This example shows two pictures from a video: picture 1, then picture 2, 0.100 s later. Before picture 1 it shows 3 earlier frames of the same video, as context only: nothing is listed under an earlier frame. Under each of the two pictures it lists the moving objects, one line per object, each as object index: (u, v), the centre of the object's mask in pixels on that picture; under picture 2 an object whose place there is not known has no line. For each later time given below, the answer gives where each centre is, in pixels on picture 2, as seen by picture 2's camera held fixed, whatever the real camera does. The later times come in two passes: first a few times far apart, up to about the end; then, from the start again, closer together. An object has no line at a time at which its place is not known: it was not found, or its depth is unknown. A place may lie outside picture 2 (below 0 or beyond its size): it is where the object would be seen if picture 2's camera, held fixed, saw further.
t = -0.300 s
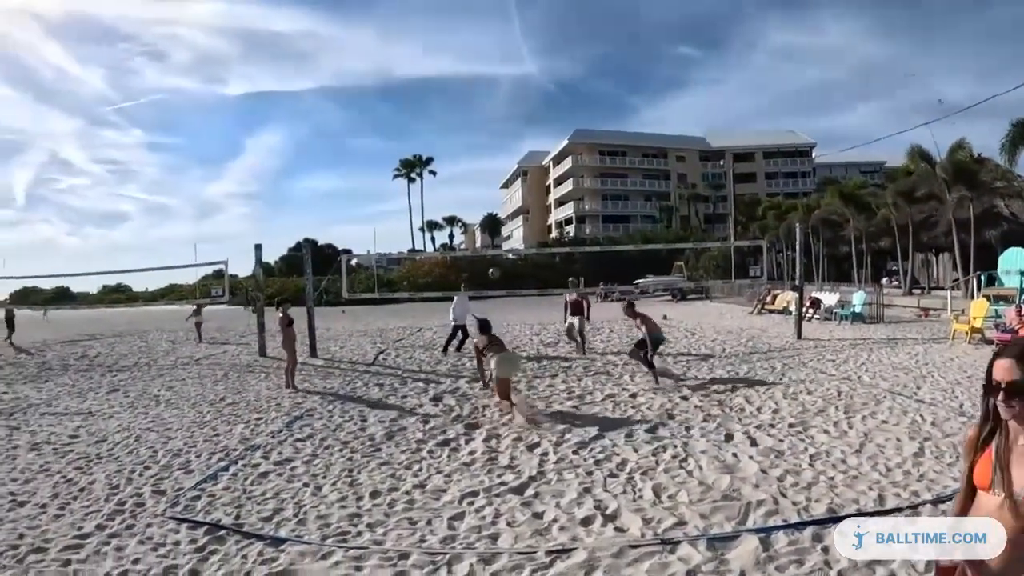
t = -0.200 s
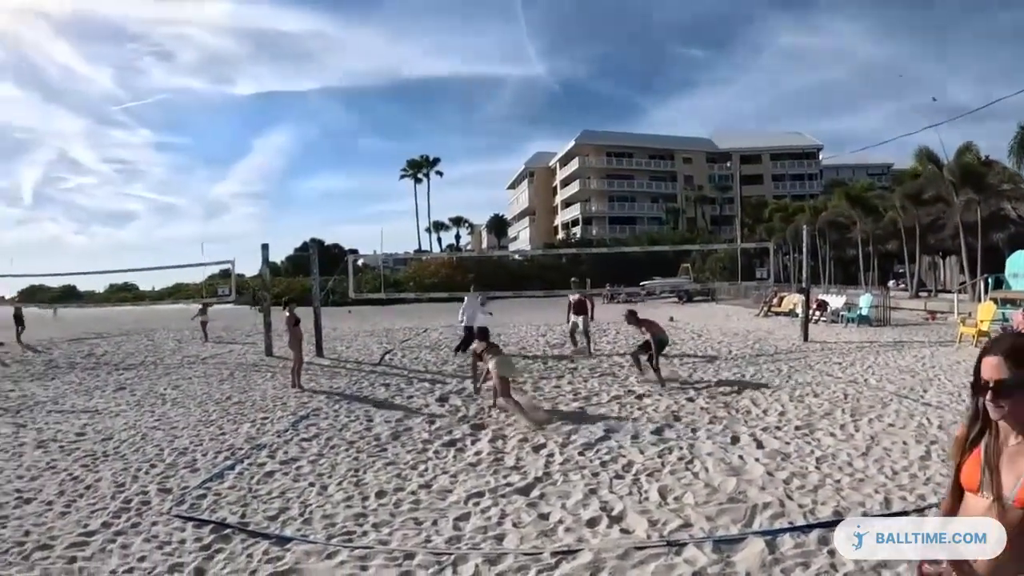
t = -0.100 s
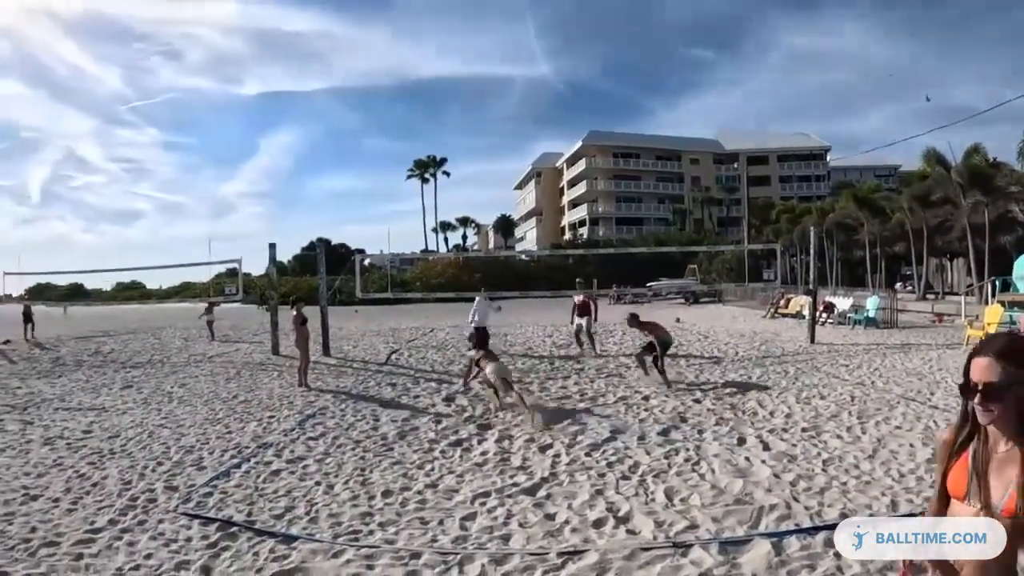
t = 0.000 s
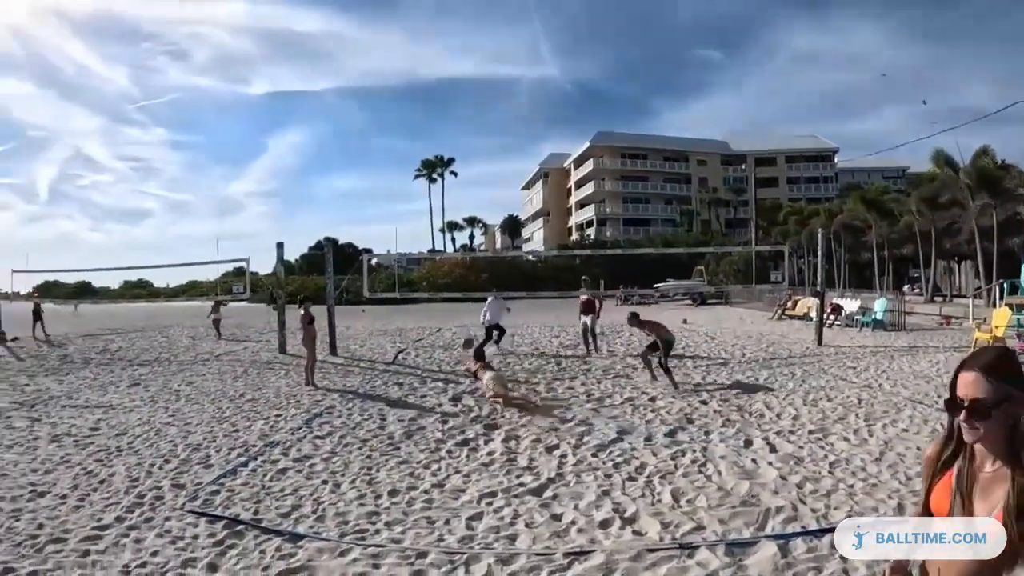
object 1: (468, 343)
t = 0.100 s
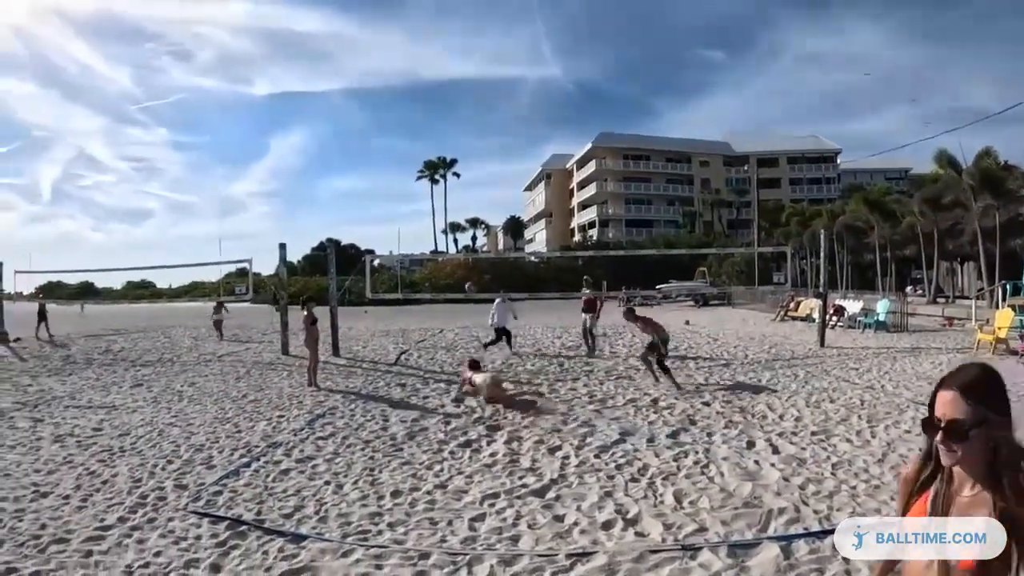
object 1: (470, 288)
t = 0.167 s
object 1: (472, 252)
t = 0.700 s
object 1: (487, 121)
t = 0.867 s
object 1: (490, 112)
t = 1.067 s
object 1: (495, 117)
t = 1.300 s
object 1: (500, 140)
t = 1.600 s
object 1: (508, 196)
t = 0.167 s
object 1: (472, 252)
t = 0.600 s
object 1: (484, 133)
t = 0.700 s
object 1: (487, 121)
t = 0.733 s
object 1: (487, 119)
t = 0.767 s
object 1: (488, 117)
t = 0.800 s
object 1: (489, 115)
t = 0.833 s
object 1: (490, 113)
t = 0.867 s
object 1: (490, 112)
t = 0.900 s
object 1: (491, 112)
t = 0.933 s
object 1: (492, 112)
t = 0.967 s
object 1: (493, 112)
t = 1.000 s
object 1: (494, 113)
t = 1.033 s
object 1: (494, 115)
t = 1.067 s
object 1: (495, 117)
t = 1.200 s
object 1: (497, 127)
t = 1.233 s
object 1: (498, 131)
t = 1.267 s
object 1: (499, 135)
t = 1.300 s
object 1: (500, 140)
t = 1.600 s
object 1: (508, 196)
